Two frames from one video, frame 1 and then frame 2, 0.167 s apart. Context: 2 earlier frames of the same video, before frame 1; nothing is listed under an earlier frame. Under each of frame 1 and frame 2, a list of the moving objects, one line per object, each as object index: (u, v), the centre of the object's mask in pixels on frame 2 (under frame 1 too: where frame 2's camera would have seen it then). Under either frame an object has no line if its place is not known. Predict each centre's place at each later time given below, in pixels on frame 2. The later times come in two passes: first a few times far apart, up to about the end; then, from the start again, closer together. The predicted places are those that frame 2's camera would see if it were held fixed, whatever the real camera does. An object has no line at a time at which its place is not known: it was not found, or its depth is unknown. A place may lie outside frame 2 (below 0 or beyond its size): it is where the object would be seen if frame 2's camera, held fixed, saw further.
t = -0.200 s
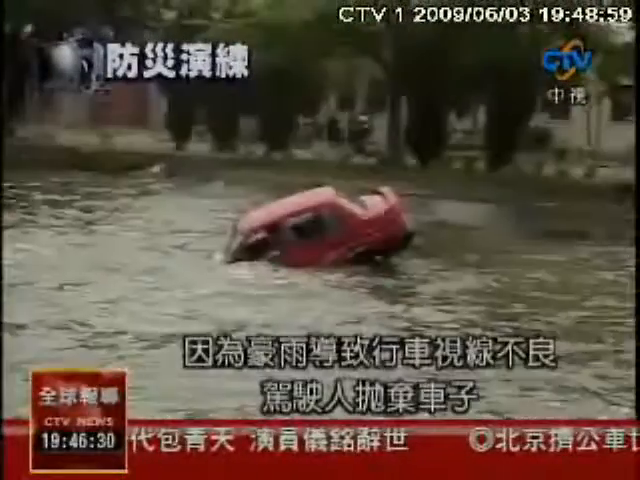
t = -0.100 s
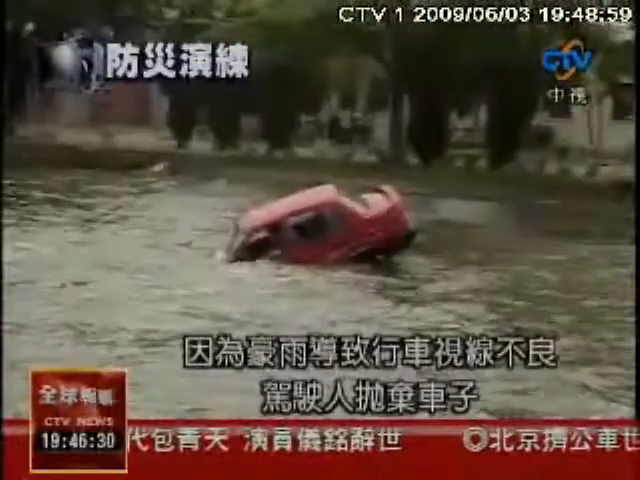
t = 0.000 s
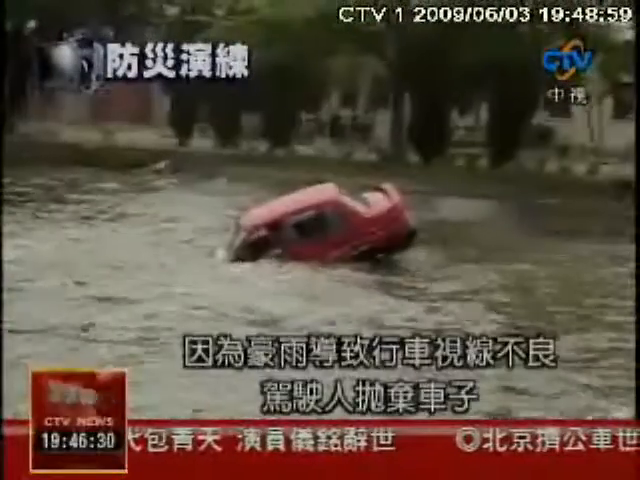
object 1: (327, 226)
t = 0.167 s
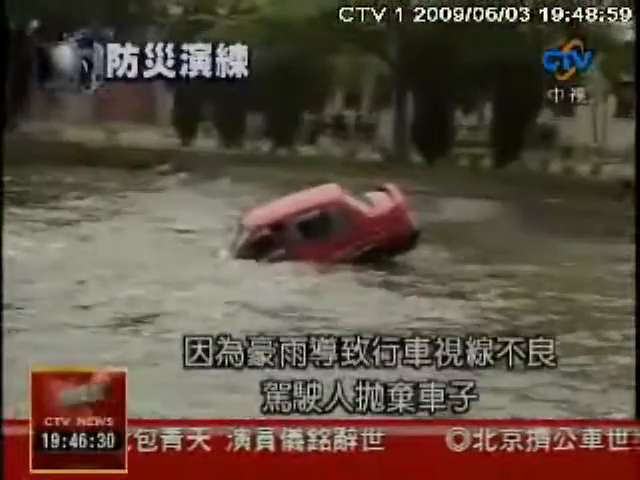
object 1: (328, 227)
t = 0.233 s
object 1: (328, 227)
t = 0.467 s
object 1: (330, 226)
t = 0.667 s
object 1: (330, 225)
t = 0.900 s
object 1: (330, 220)
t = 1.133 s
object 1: (329, 219)
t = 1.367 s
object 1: (334, 207)
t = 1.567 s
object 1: (344, 204)
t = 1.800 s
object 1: (359, 200)
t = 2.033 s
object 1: (375, 195)
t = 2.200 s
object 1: (380, 193)
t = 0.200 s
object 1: (329, 227)
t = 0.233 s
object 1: (328, 227)
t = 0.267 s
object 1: (329, 226)
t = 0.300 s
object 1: (329, 226)
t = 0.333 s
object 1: (329, 225)
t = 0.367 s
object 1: (329, 224)
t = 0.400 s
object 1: (329, 224)
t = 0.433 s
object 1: (329, 225)
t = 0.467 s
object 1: (330, 226)
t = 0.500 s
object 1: (330, 226)
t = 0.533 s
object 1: (330, 226)
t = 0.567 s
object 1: (330, 226)
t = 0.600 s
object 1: (331, 226)
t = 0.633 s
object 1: (330, 225)
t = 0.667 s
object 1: (330, 225)
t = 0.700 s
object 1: (331, 224)
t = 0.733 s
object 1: (330, 224)
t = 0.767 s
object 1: (329, 223)
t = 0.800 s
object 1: (330, 222)
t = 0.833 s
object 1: (329, 221)
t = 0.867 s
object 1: (330, 220)
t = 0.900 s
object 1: (330, 220)
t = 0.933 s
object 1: (330, 221)
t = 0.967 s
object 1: (330, 220)
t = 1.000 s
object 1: (329, 220)
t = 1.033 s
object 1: (329, 220)
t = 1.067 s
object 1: (329, 220)
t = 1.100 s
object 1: (329, 219)
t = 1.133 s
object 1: (329, 219)
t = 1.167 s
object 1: (329, 218)
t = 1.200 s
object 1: (330, 216)
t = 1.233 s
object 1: (330, 215)
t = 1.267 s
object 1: (330, 214)
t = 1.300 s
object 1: (330, 211)
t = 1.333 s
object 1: (332, 209)
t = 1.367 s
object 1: (334, 207)
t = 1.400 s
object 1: (335, 207)
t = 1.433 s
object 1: (336, 207)
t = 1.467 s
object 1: (338, 206)
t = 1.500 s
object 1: (340, 205)
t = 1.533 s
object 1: (343, 204)
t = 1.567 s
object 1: (344, 204)
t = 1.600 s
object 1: (346, 203)
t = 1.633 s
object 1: (348, 203)
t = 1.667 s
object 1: (351, 202)
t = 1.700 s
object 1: (353, 202)
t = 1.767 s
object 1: (357, 201)
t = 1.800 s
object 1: (359, 200)
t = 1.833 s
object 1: (362, 199)
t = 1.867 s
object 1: (365, 199)
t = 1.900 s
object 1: (368, 198)
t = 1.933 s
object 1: (371, 197)
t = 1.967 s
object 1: (373, 196)
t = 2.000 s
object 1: (372, 197)
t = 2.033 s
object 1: (375, 195)
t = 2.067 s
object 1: (376, 195)
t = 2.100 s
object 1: (378, 194)
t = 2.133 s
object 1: (380, 194)
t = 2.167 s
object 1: (381, 193)
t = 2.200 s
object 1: (380, 193)
